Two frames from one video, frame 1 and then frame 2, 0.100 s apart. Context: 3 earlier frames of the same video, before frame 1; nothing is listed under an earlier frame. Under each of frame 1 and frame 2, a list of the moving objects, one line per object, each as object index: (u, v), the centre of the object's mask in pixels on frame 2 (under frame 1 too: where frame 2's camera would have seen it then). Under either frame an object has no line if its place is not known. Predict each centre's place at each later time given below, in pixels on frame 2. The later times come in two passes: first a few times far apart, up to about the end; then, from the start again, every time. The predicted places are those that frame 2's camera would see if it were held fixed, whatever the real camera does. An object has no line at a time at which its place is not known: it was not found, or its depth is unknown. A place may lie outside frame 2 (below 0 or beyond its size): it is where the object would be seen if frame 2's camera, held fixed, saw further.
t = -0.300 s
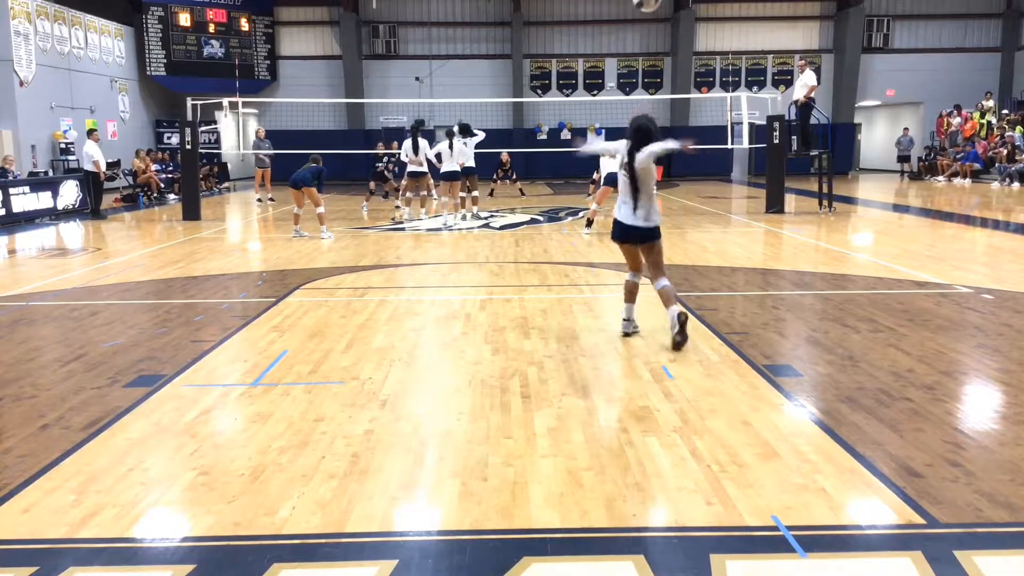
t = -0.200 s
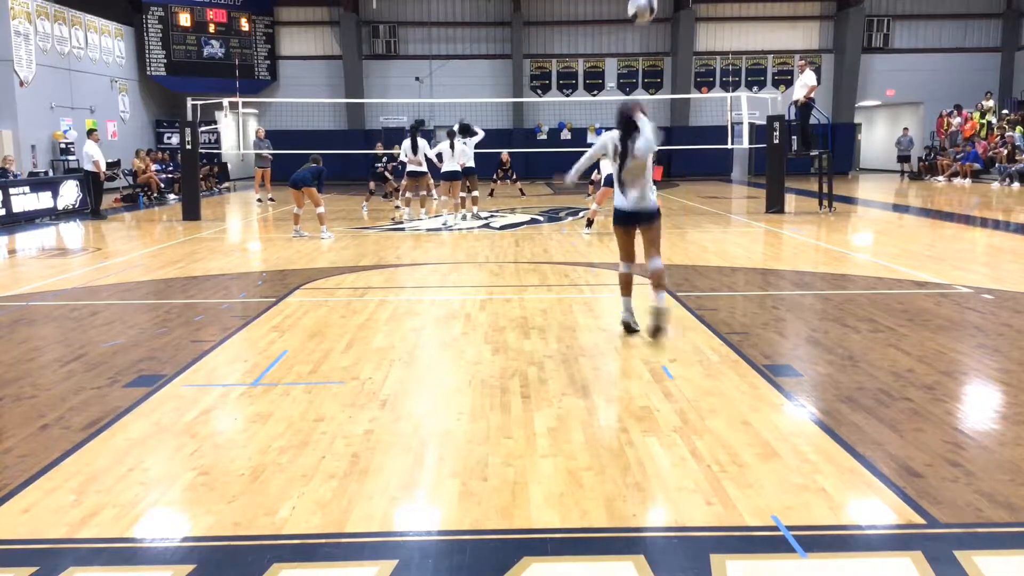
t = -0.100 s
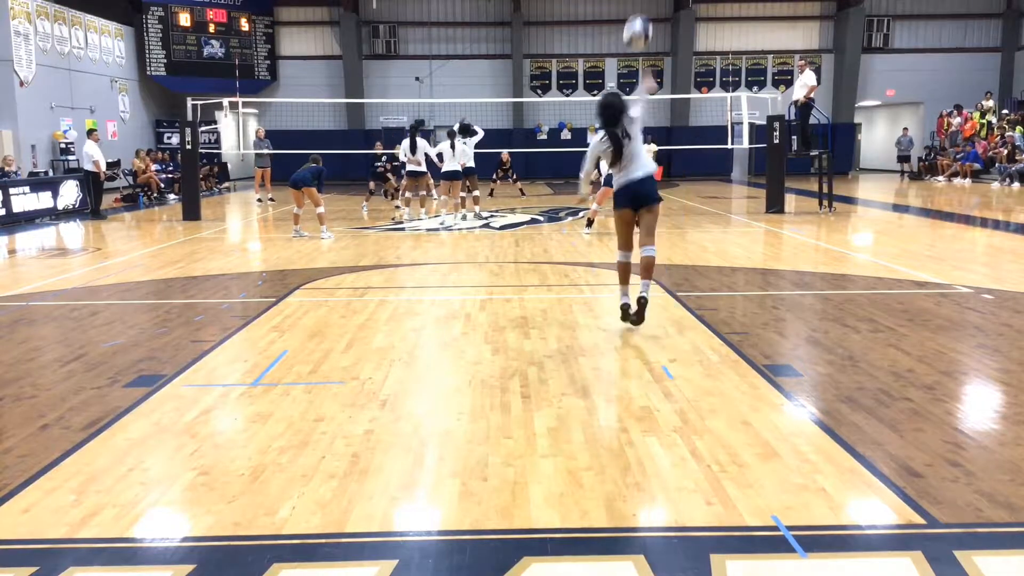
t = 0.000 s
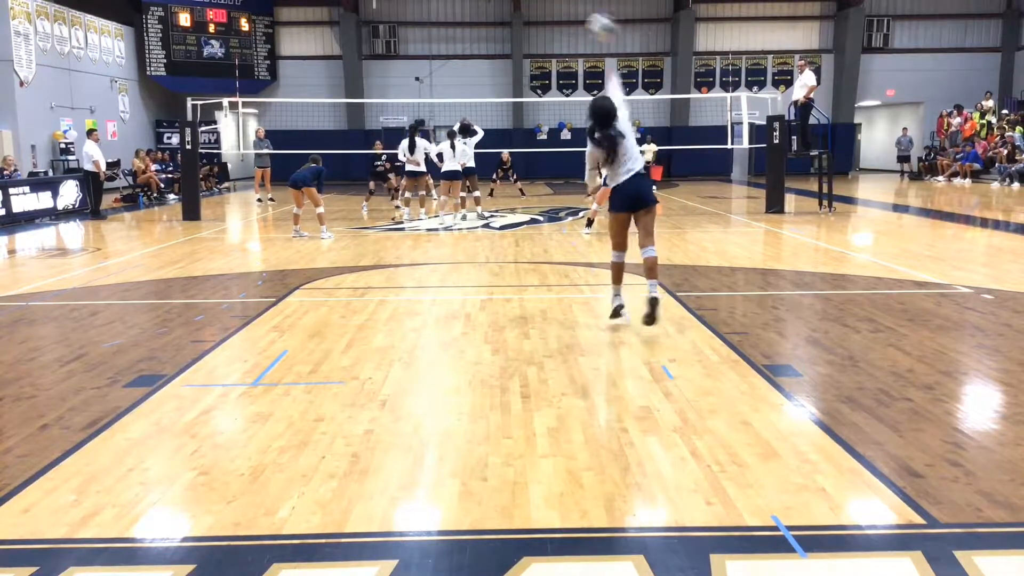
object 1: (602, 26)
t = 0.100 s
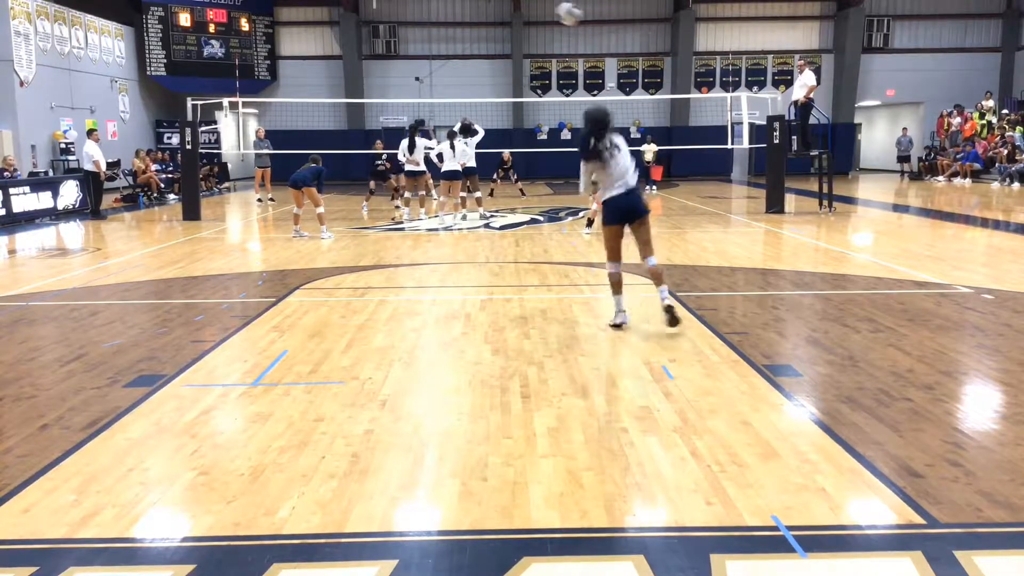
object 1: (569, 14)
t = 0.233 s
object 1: (542, 11)
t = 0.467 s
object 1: (514, 33)
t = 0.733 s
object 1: (493, 83)
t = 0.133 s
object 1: (561, 12)
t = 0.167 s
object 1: (554, 11)
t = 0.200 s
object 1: (547, 11)
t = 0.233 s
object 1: (542, 11)
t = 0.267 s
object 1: (537, 14)
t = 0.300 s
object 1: (532, 16)
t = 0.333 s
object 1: (528, 18)
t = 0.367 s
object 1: (524, 21)
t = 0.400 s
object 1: (521, 25)
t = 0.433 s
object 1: (517, 29)
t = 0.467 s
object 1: (514, 33)
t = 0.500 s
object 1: (511, 38)
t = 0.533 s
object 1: (508, 43)
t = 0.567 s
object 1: (505, 49)
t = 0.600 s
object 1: (503, 54)
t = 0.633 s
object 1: (501, 61)
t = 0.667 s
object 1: (498, 68)
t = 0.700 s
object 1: (496, 76)
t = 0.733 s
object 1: (493, 83)
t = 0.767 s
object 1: (490, 91)
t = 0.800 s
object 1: (488, 95)
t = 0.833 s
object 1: (486, 108)
